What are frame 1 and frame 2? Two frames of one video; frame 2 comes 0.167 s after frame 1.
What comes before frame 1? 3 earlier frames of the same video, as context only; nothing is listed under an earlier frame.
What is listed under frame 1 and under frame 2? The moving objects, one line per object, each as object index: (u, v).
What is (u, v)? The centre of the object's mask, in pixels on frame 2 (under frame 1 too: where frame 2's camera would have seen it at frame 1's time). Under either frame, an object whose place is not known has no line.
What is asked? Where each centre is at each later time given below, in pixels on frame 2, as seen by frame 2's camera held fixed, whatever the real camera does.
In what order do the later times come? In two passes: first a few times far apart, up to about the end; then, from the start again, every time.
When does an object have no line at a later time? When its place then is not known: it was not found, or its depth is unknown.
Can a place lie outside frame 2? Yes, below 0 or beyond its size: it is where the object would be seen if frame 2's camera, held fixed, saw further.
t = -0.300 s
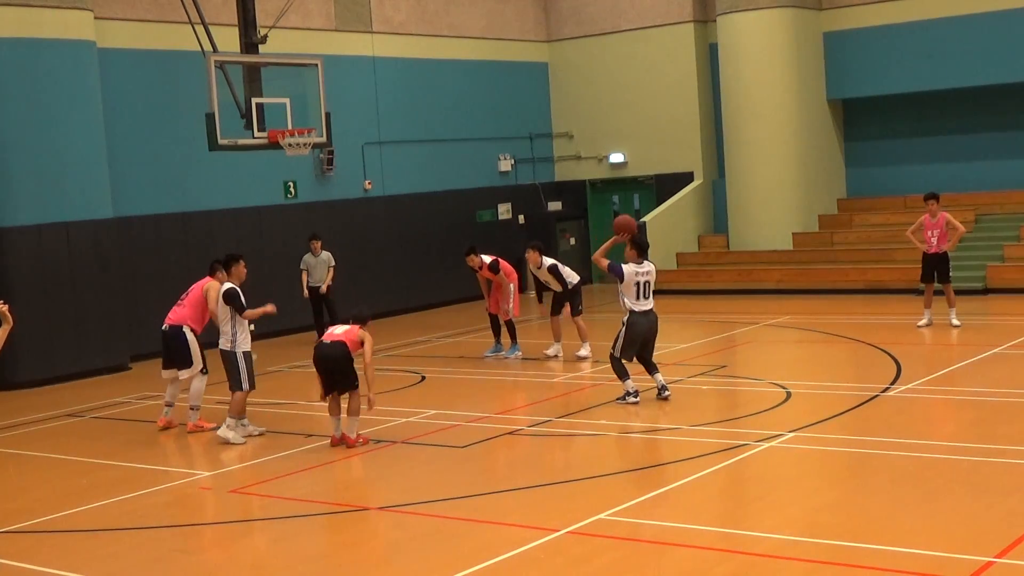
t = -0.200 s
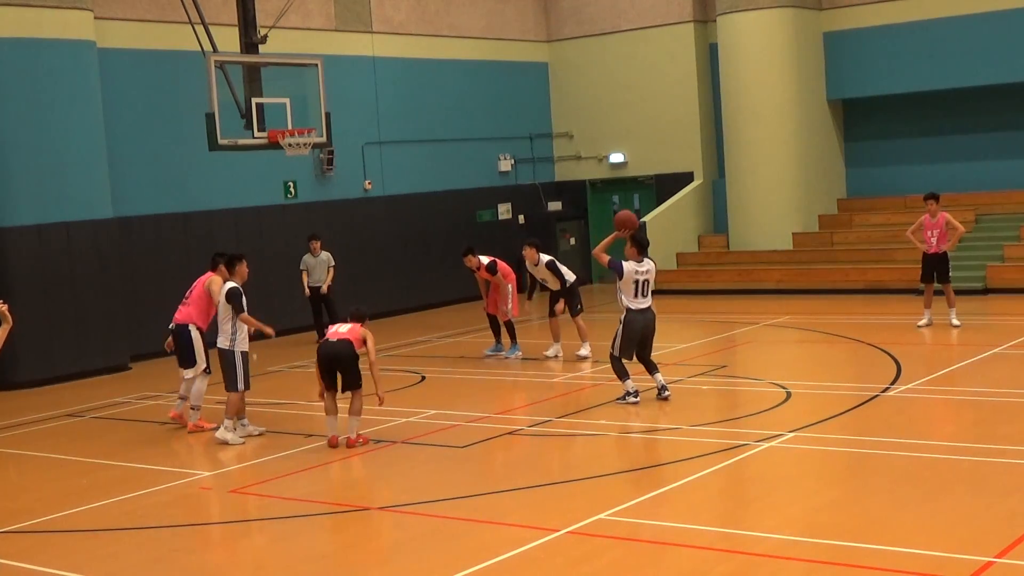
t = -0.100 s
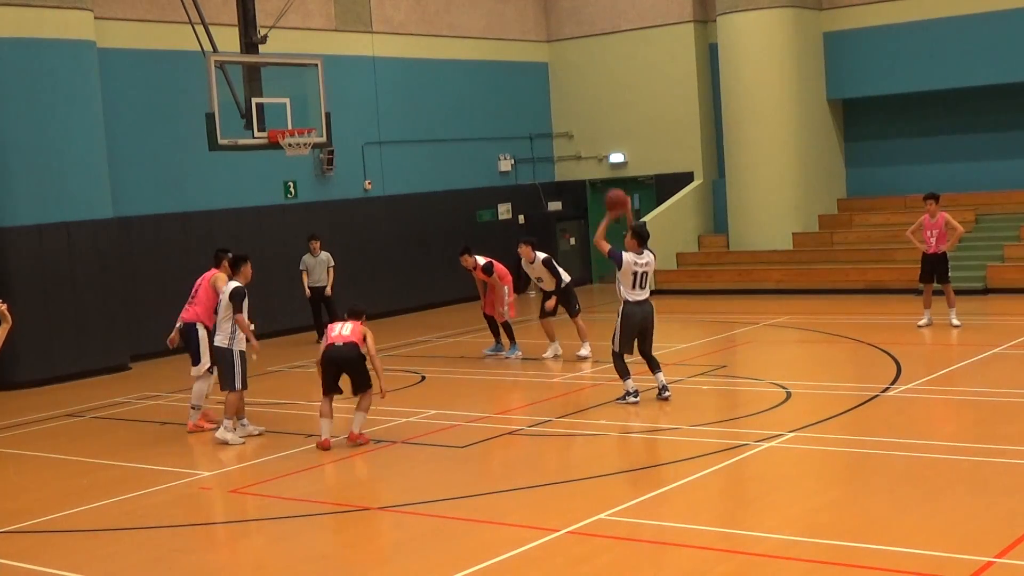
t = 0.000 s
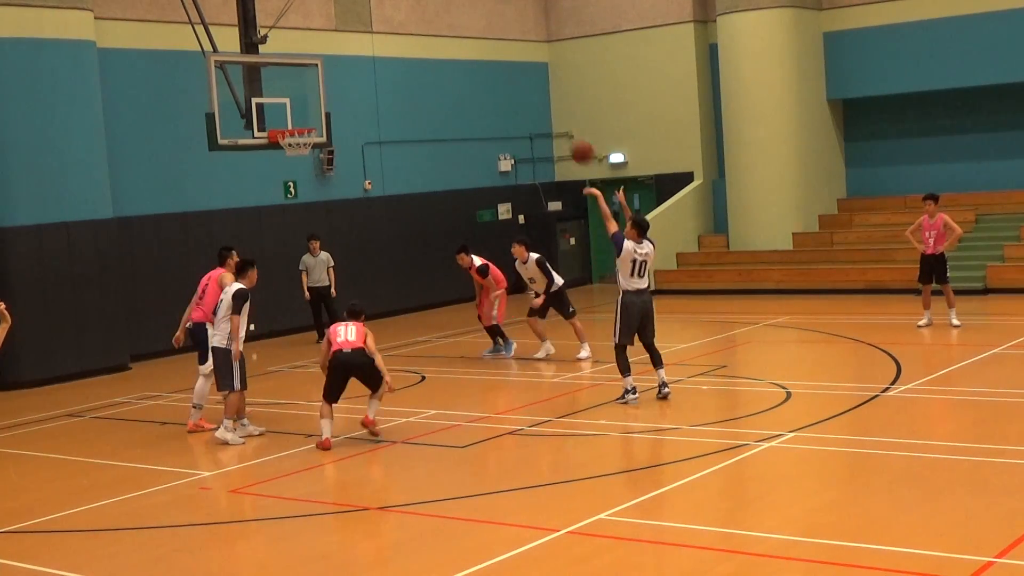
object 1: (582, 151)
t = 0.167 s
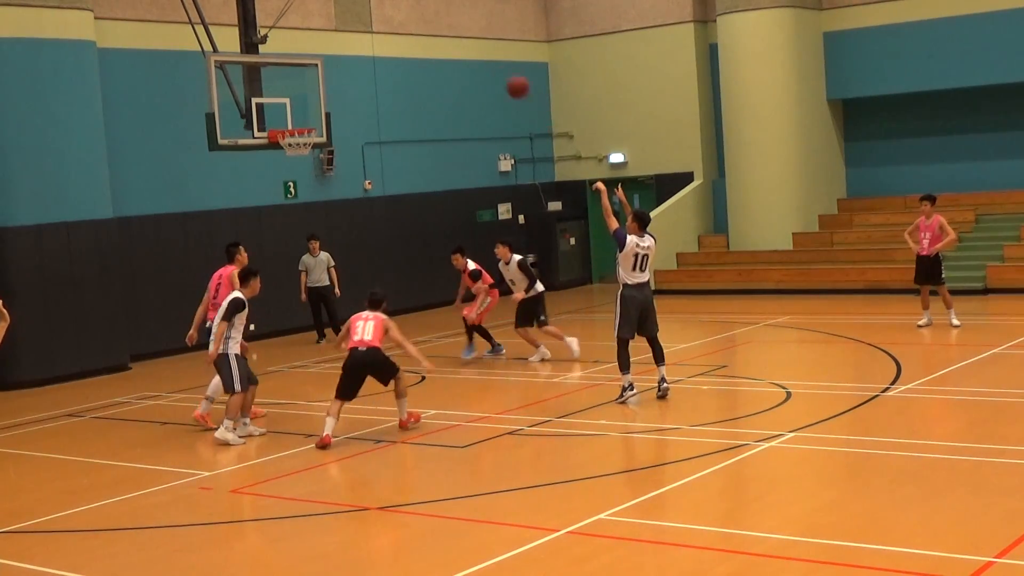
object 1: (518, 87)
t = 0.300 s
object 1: (470, 56)
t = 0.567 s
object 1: (387, 45)
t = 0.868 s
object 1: (308, 104)
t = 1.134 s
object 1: (312, 111)
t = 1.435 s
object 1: (357, 128)
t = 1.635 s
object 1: (387, 175)
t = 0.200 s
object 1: (506, 78)
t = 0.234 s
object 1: (494, 70)
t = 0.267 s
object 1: (482, 62)
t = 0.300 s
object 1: (470, 56)
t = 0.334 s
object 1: (459, 51)
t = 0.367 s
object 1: (448, 47)
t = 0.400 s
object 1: (437, 45)
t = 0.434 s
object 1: (427, 43)
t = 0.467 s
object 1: (416, 42)
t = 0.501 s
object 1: (406, 42)
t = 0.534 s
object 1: (396, 43)
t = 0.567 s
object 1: (387, 45)
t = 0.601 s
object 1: (377, 48)
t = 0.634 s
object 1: (368, 52)
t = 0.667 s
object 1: (358, 57)
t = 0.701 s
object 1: (350, 63)
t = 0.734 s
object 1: (341, 69)
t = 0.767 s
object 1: (333, 77)
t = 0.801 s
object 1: (325, 85)
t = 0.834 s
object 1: (317, 94)
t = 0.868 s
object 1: (308, 104)
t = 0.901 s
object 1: (301, 115)
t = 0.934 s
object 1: (293, 123)
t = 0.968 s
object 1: (292, 123)
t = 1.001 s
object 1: (292, 124)
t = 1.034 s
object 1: (297, 121)
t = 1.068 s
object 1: (302, 118)
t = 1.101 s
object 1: (307, 114)
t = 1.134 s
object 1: (312, 111)
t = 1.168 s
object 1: (317, 109)
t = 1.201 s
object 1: (322, 109)
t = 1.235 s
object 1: (326, 109)
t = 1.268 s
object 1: (332, 110)
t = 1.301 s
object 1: (337, 112)
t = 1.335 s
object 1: (342, 114)
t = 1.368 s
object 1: (346, 118)
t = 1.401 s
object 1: (351, 122)
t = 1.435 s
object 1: (357, 128)
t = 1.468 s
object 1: (361, 133)
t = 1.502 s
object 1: (367, 140)
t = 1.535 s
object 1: (372, 147)
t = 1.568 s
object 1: (377, 156)
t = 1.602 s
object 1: (382, 165)
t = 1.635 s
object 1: (387, 175)
